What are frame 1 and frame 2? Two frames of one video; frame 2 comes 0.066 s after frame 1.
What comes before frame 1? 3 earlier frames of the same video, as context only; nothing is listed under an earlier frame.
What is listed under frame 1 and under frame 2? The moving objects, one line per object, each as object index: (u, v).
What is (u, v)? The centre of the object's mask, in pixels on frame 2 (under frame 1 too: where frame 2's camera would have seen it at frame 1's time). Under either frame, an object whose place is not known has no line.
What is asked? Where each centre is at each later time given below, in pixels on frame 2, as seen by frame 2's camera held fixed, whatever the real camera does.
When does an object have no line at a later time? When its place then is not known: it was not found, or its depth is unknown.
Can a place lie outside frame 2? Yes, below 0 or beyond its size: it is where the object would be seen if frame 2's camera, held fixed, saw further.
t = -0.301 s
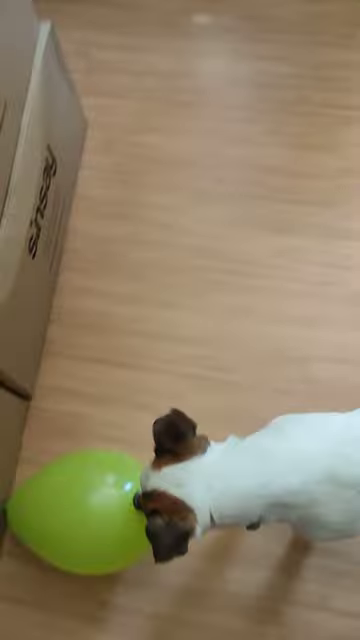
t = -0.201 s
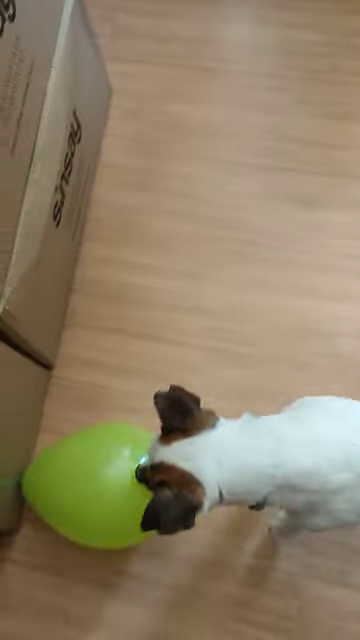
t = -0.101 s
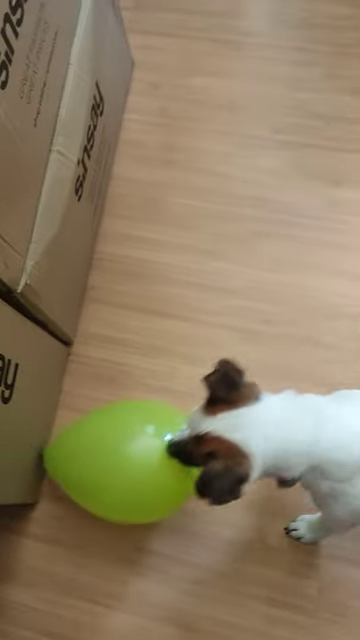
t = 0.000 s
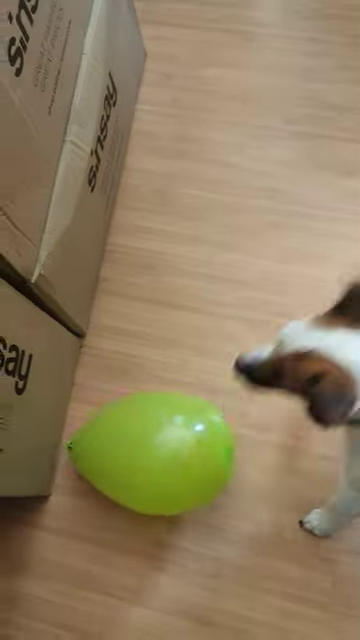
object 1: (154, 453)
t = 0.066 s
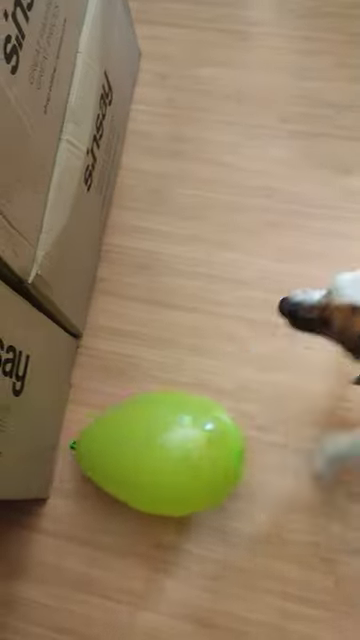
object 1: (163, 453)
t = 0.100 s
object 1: (167, 452)
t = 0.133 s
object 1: (170, 452)
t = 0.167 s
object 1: (173, 452)
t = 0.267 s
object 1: (178, 452)
